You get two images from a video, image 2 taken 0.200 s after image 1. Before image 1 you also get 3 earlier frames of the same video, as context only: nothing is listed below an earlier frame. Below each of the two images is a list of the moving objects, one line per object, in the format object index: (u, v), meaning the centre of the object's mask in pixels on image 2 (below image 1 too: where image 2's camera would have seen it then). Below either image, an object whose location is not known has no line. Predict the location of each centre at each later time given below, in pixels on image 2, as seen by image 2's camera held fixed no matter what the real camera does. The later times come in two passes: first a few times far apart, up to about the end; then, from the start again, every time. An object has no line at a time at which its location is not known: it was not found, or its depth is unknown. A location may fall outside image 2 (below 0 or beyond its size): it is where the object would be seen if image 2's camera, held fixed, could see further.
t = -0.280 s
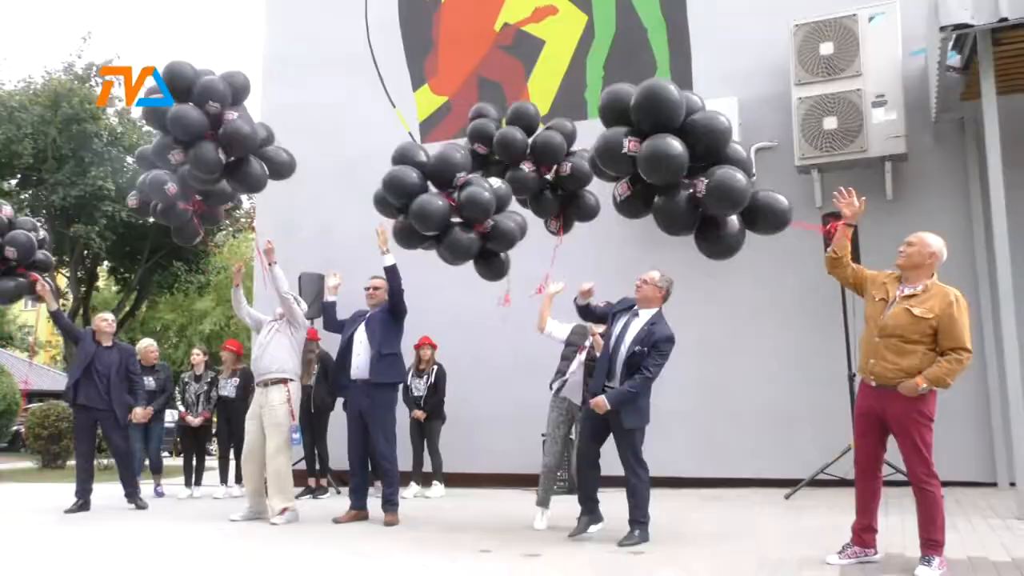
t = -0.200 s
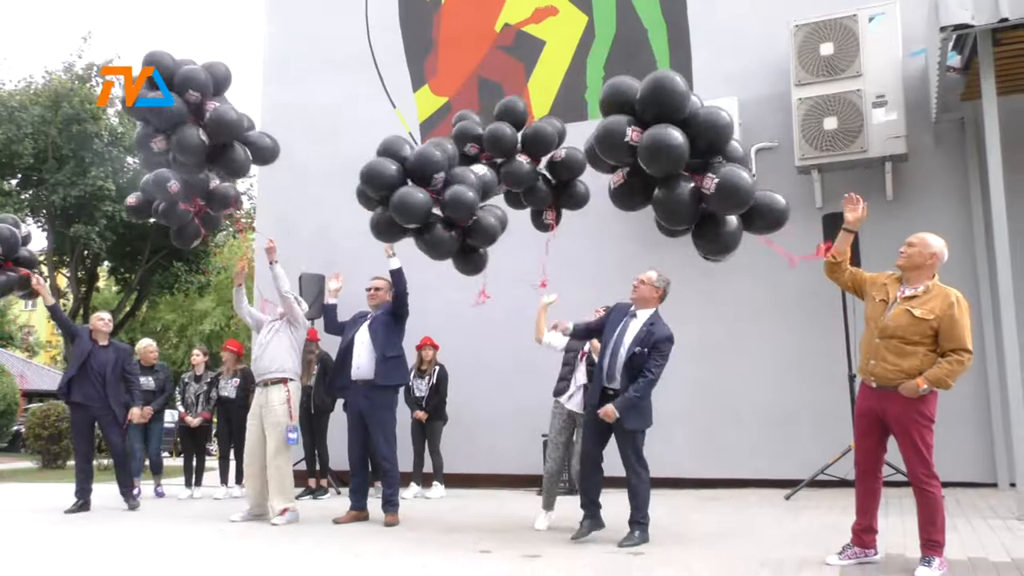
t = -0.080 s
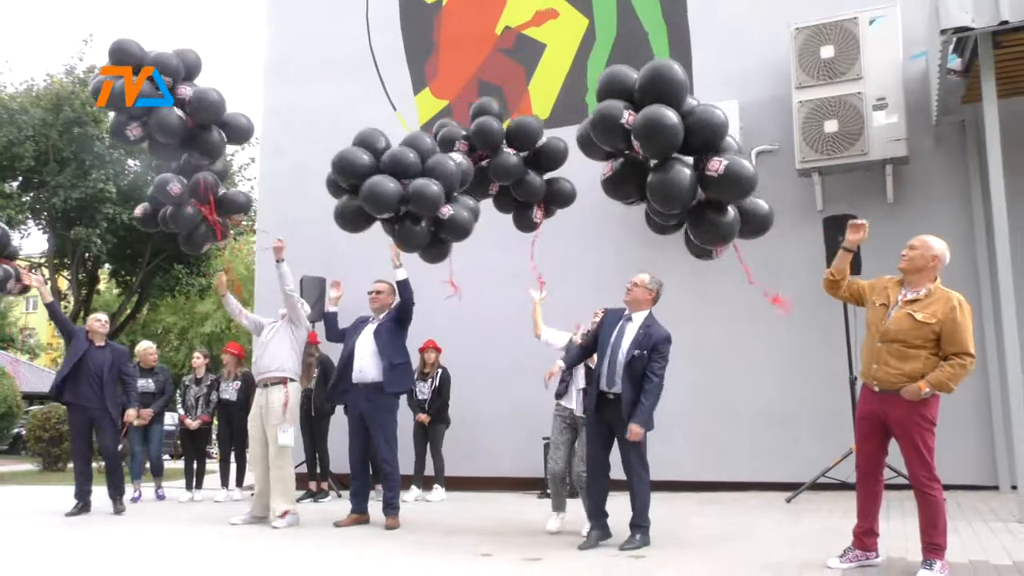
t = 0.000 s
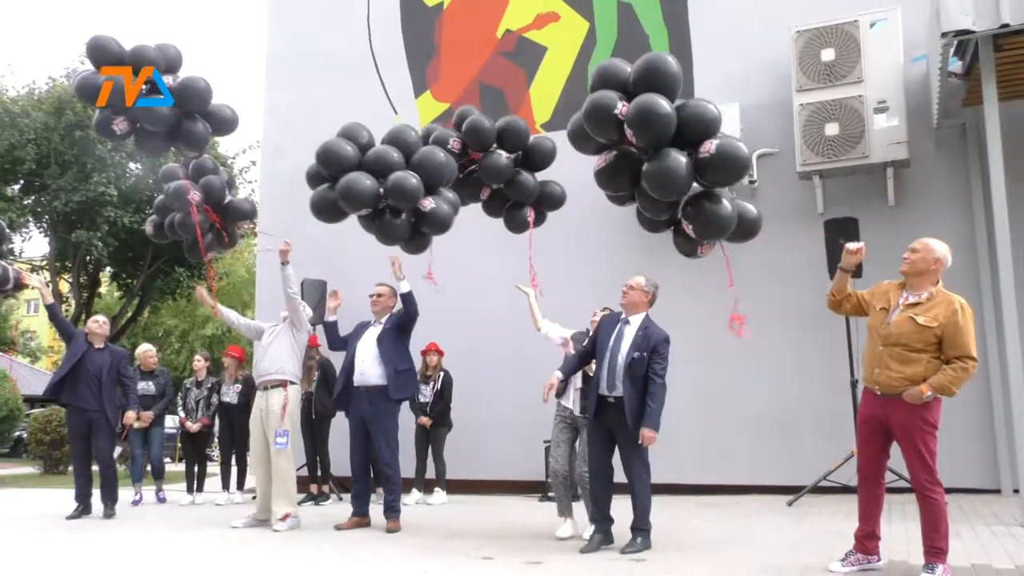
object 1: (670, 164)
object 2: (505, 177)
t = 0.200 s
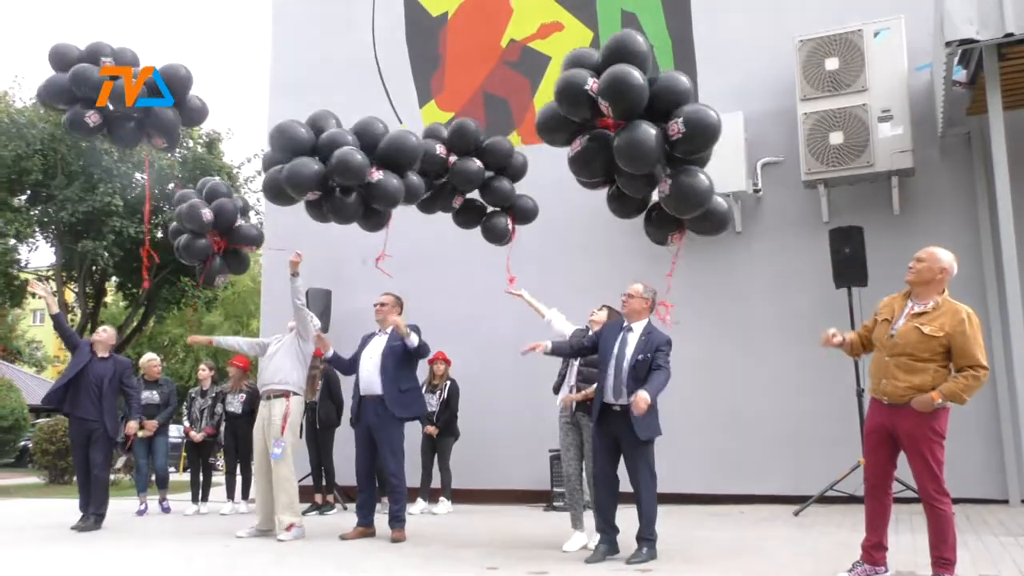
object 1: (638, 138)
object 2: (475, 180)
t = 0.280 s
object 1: (620, 127)
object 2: (459, 180)
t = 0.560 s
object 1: (547, 81)
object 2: (406, 177)
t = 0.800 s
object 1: (477, 47)
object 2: (368, 168)
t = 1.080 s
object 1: (401, 10)
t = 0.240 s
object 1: (629, 132)
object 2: (467, 180)
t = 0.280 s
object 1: (620, 127)
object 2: (459, 180)
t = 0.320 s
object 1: (611, 121)
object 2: (451, 180)
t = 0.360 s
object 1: (601, 114)
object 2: (443, 179)
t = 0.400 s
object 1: (591, 108)
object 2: (436, 179)
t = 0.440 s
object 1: (580, 101)
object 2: (429, 179)
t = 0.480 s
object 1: (569, 94)
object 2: (421, 178)
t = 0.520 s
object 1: (559, 87)
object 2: (414, 177)
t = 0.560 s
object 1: (547, 81)
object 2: (406, 177)
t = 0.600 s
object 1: (535, 74)
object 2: (399, 175)
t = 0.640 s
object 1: (522, 69)
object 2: (393, 174)
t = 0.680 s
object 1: (510, 63)
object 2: (386, 172)
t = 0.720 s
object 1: (498, 57)
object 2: (381, 172)
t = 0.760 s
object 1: (487, 52)
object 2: (373, 169)
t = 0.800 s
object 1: (477, 47)
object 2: (368, 168)
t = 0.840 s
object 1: (466, 42)
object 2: (363, 166)
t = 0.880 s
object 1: (456, 37)
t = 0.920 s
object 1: (445, 32)
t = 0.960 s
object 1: (435, 27)
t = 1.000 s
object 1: (424, 21)
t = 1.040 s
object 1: (412, 16)
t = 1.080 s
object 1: (401, 10)
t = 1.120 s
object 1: (389, 5)
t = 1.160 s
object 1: (376, -1)
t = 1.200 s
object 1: (364, -8)
